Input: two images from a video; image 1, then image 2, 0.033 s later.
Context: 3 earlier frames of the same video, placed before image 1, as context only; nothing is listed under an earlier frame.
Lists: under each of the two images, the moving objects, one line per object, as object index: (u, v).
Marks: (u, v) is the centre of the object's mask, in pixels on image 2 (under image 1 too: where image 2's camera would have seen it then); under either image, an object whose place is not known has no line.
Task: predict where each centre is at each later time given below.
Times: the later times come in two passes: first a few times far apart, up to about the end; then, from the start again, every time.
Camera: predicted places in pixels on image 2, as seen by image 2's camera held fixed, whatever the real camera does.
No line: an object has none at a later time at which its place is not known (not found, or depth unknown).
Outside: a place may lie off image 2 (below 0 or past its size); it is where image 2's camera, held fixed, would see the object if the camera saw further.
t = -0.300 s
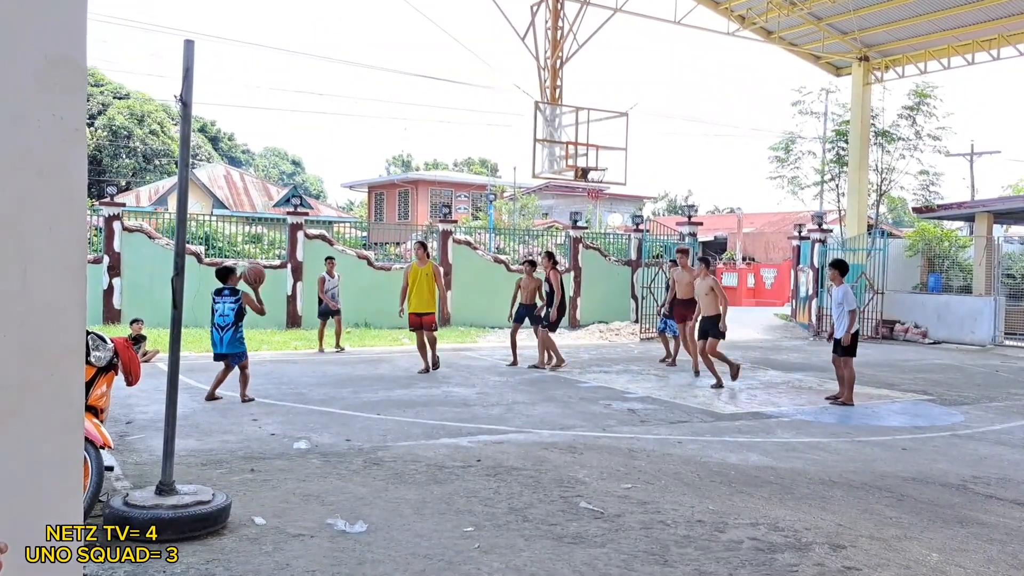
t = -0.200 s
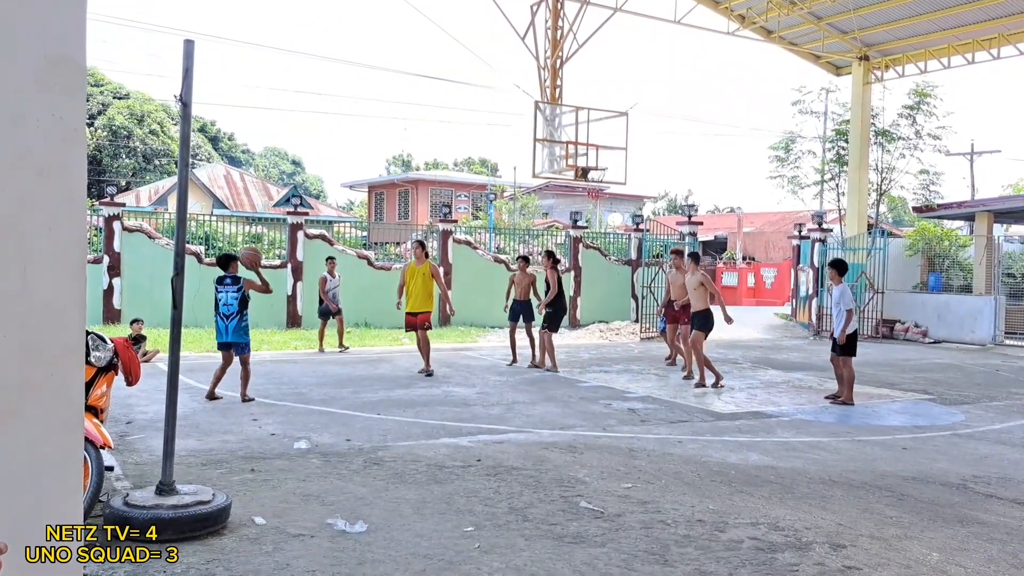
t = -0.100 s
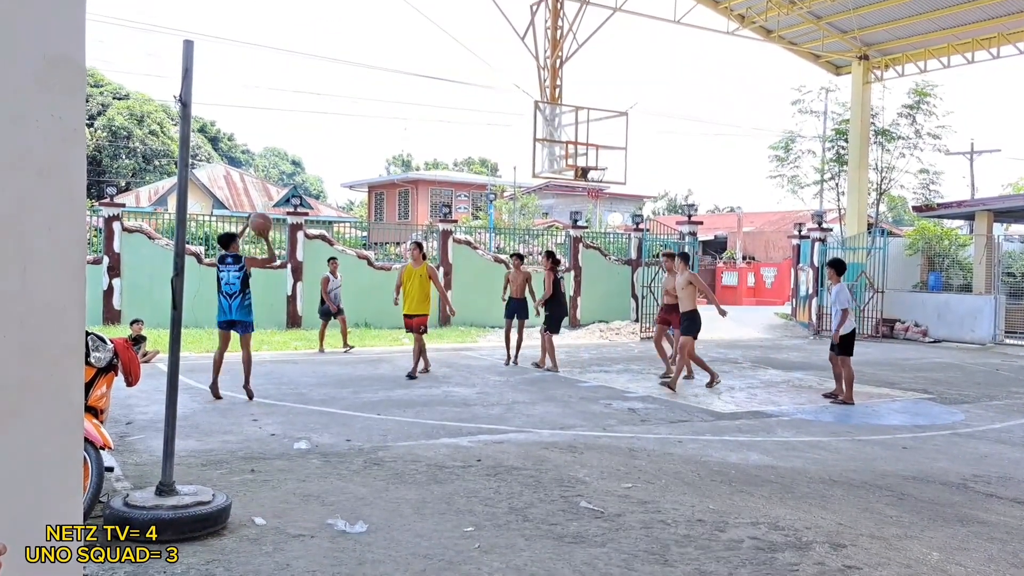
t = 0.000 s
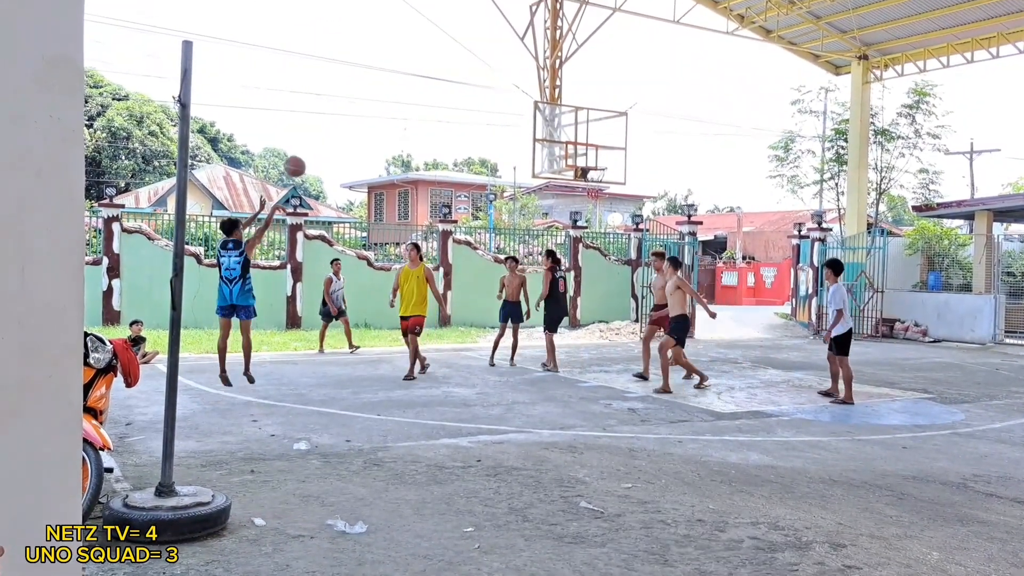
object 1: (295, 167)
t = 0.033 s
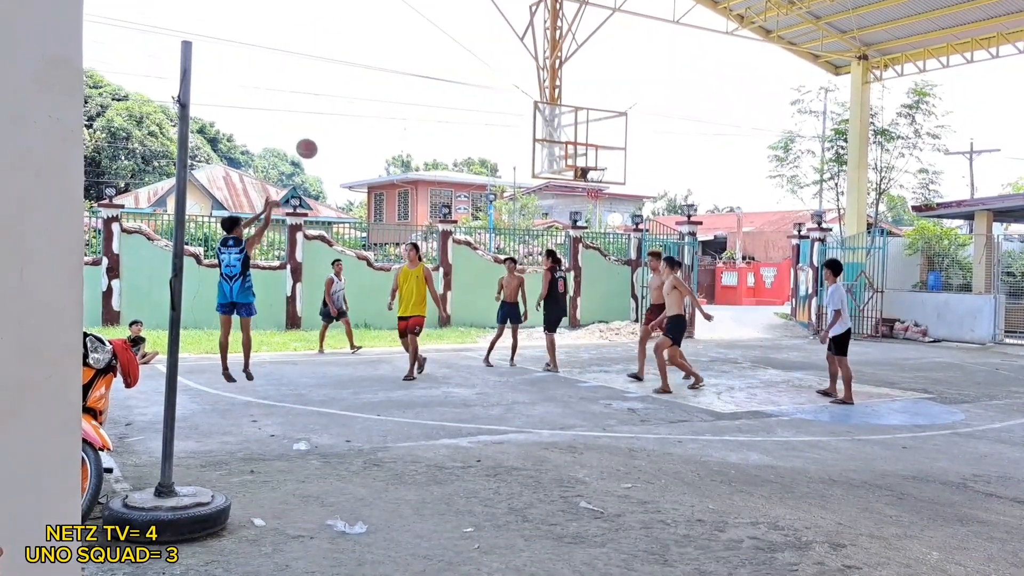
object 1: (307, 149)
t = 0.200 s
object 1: (363, 79)
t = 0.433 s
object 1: (432, 30)
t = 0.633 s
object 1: (482, 24)
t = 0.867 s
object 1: (532, 53)
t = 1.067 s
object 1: (569, 103)
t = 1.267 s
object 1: (598, 167)
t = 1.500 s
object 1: (583, 155)
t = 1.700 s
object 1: (555, 156)
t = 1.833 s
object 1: (547, 166)
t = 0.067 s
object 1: (318, 132)
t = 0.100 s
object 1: (330, 117)
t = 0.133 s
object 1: (342, 103)
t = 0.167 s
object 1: (353, 90)
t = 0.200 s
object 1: (363, 79)
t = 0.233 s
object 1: (374, 68)
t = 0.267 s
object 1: (384, 59)
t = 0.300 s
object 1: (394, 51)
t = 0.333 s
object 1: (404, 44)
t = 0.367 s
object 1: (414, 39)
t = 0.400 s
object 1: (423, 34)
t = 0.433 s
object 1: (432, 30)
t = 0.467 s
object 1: (441, 27)
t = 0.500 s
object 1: (450, 25)
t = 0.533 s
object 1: (458, 23)
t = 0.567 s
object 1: (466, 23)
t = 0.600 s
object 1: (474, 23)
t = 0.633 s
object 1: (482, 24)
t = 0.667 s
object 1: (490, 26)
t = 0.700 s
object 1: (497, 29)
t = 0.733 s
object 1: (505, 33)
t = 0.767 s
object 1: (512, 37)
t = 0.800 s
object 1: (519, 42)
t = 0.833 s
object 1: (526, 47)
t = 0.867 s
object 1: (532, 53)
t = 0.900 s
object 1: (539, 60)
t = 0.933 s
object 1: (545, 67)
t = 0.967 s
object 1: (551, 76)
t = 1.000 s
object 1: (558, 84)
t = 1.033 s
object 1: (563, 93)
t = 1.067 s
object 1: (569, 103)
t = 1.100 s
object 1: (575, 113)
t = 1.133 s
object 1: (580, 123)
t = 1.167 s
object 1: (586, 134)
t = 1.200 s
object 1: (591, 146)
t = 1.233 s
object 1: (596, 158)
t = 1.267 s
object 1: (598, 167)
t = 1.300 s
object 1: (590, 167)
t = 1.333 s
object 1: (593, 167)
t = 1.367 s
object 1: (599, 166)
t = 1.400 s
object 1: (598, 164)
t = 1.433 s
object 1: (592, 161)
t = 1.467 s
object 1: (587, 158)
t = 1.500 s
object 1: (583, 155)
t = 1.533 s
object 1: (577, 154)
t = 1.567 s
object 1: (573, 153)
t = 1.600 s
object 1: (568, 153)
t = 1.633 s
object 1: (563, 153)
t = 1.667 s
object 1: (558, 154)
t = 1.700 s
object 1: (555, 156)
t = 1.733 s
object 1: (553, 157)
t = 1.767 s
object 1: (551, 159)
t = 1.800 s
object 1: (549, 163)
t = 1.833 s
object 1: (547, 166)
